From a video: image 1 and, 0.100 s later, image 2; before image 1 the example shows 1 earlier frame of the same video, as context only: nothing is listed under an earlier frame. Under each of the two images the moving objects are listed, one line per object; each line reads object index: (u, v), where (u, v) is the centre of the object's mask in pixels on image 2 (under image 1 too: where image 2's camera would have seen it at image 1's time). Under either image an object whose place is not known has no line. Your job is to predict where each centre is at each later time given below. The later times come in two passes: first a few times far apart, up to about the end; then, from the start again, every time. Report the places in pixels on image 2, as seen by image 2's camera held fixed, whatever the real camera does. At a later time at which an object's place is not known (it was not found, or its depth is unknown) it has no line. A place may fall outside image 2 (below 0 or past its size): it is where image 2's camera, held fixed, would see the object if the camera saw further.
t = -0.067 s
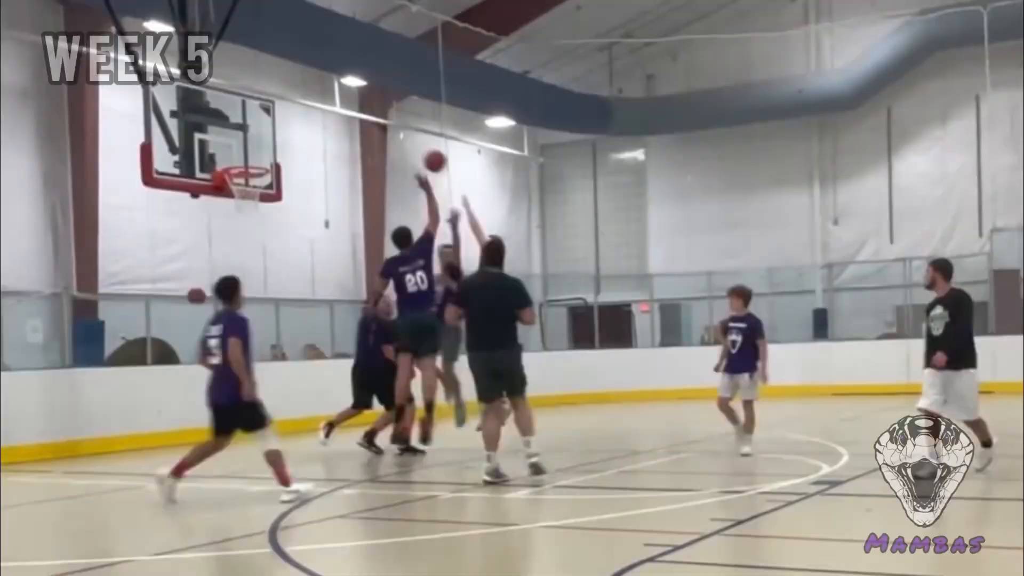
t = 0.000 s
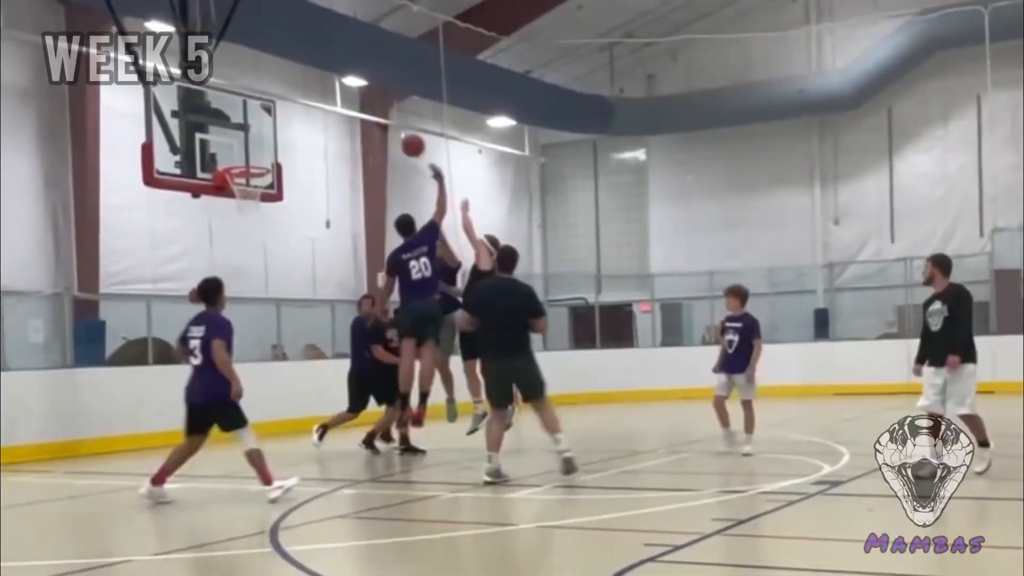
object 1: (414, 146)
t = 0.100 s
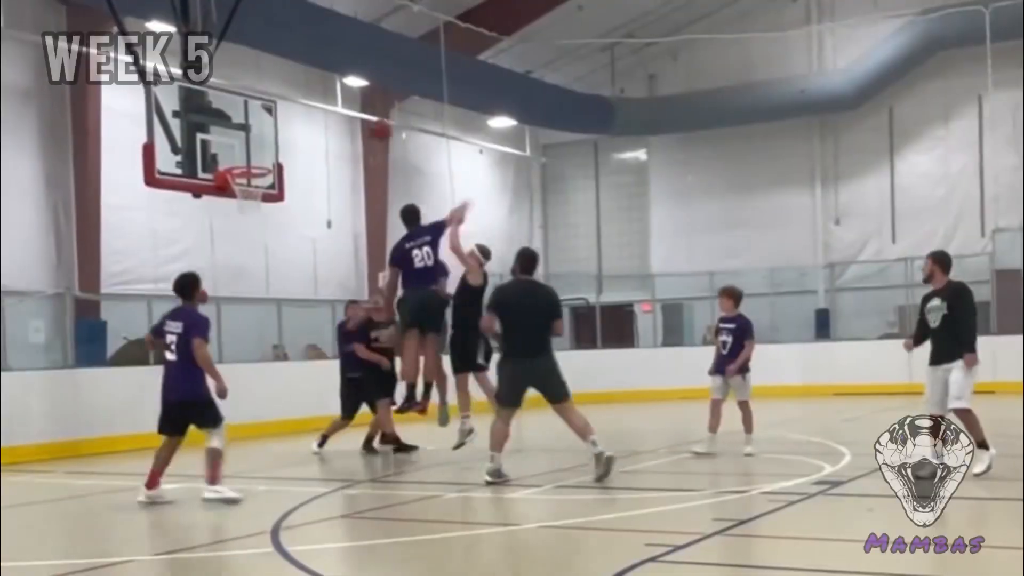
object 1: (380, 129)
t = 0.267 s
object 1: (325, 126)
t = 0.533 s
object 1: (243, 166)
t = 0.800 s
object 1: (281, 157)
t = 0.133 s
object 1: (368, 128)
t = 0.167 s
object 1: (357, 126)
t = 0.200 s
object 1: (346, 125)
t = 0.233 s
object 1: (335, 124)
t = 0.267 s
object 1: (325, 126)
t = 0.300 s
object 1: (314, 127)
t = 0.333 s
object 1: (303, 130)
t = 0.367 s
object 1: (292, 135)
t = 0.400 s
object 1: (281, 140)
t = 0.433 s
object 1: (271, 147)
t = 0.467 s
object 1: (261, 153)
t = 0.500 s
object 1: (251, 163)
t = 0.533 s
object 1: (243, 166)
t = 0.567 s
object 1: (241, 166)
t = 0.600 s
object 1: (238, 165)
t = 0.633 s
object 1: (245, 161)
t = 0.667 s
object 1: (252, 158)
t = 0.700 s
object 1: (259, 156)
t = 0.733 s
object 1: (267, 156)
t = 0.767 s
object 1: (274, 156)
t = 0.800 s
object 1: (281, 157)
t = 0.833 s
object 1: (288, 160)
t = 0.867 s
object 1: (296, 163)
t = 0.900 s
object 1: (303, 167)
